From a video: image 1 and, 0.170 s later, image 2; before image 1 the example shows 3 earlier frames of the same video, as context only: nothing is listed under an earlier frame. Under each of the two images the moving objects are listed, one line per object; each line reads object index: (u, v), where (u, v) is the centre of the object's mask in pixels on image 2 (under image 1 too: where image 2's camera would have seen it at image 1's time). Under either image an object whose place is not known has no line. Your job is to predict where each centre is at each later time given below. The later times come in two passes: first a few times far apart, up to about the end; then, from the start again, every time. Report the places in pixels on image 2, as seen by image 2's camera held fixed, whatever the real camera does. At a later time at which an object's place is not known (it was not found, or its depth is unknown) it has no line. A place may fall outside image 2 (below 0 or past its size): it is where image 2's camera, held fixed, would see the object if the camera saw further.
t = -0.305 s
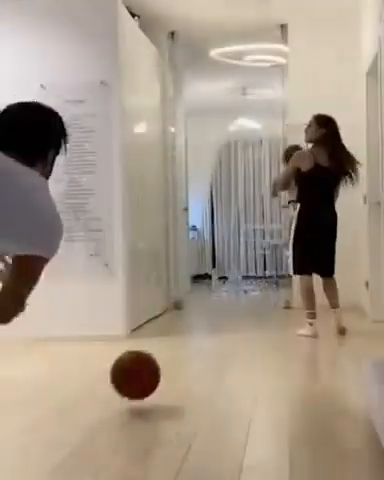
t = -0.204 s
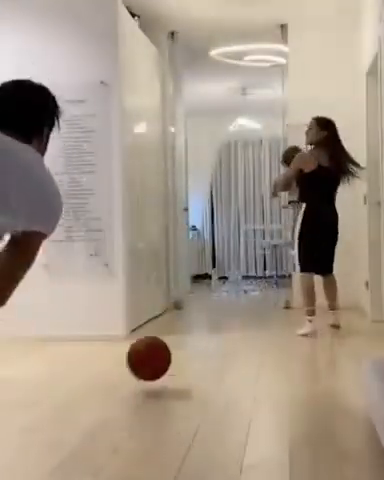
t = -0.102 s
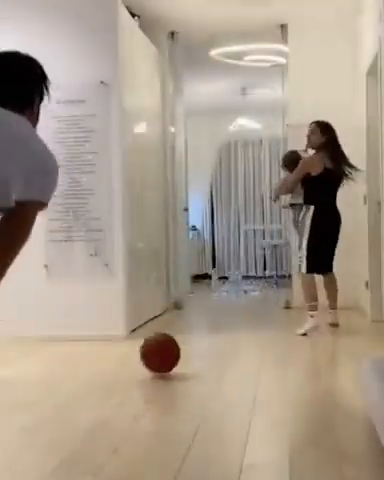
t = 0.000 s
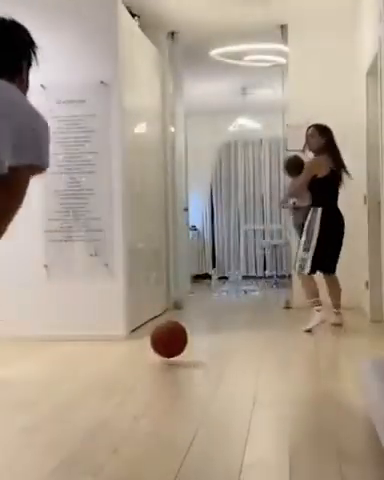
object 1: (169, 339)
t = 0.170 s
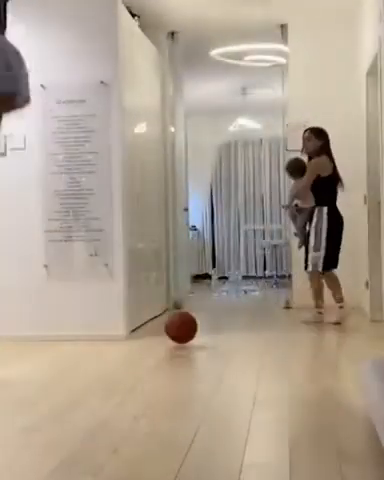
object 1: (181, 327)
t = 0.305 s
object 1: (188, 320)
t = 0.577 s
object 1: (200, 307)
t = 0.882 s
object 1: (211, 298)
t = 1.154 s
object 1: (218, 291)
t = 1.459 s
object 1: (217, 285)
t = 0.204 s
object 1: (182, 326)
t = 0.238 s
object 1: (184, 326)
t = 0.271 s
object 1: (186, 323)
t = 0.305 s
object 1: (188, 320)
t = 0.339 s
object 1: (190, 318)
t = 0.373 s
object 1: (192, 318)
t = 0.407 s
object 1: (193, 316)
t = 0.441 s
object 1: (195, 313)
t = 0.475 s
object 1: (196, 311)
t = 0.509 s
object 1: (197, 311)
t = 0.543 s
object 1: (199, 309)
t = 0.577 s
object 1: (200, 307)
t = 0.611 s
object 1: (202, 307)
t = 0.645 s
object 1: (203, 305)
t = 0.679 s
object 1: (204, 304)
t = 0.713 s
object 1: (205, 304)
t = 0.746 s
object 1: (207, 302)
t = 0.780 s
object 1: (208, 301)
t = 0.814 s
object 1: (209, 300)
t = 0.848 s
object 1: (210, 299)
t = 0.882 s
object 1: (211, 298)
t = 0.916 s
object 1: (212, 297)
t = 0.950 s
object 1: (213, 296)
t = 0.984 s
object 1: (214, 295)
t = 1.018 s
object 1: (215, 294)
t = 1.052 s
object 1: (216, 294)
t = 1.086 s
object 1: (217, 292)
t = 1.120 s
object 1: (218, 292)
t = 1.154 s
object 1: (218, 291)
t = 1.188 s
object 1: (220, 290)
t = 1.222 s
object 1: (221, 290)
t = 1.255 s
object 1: (222, 289)
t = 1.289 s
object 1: (222, 288)
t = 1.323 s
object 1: (221, 286)
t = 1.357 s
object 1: (219, 286)
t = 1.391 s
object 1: (218, 285)
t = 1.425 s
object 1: (218, 285)
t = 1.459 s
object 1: (217, 285)
